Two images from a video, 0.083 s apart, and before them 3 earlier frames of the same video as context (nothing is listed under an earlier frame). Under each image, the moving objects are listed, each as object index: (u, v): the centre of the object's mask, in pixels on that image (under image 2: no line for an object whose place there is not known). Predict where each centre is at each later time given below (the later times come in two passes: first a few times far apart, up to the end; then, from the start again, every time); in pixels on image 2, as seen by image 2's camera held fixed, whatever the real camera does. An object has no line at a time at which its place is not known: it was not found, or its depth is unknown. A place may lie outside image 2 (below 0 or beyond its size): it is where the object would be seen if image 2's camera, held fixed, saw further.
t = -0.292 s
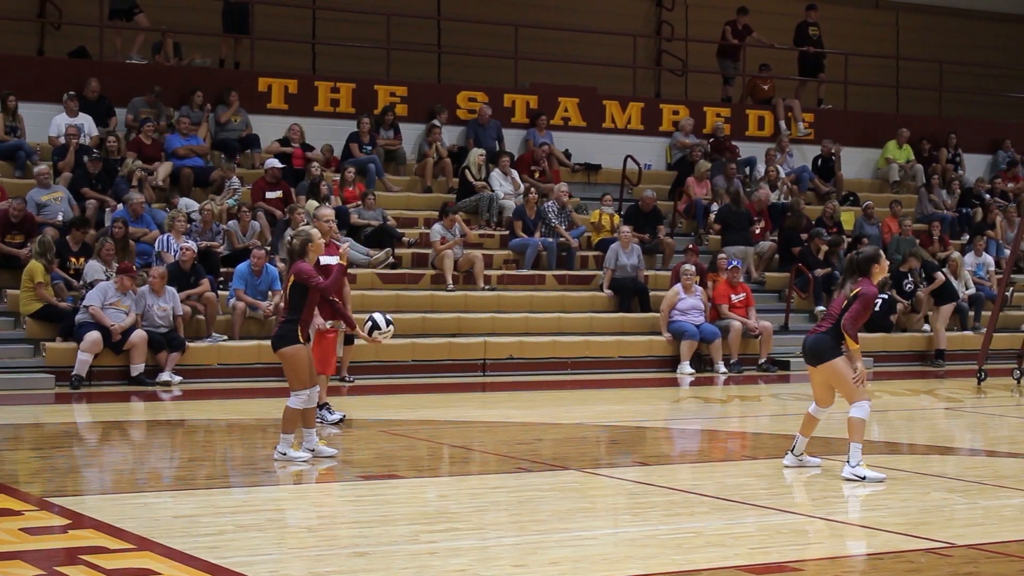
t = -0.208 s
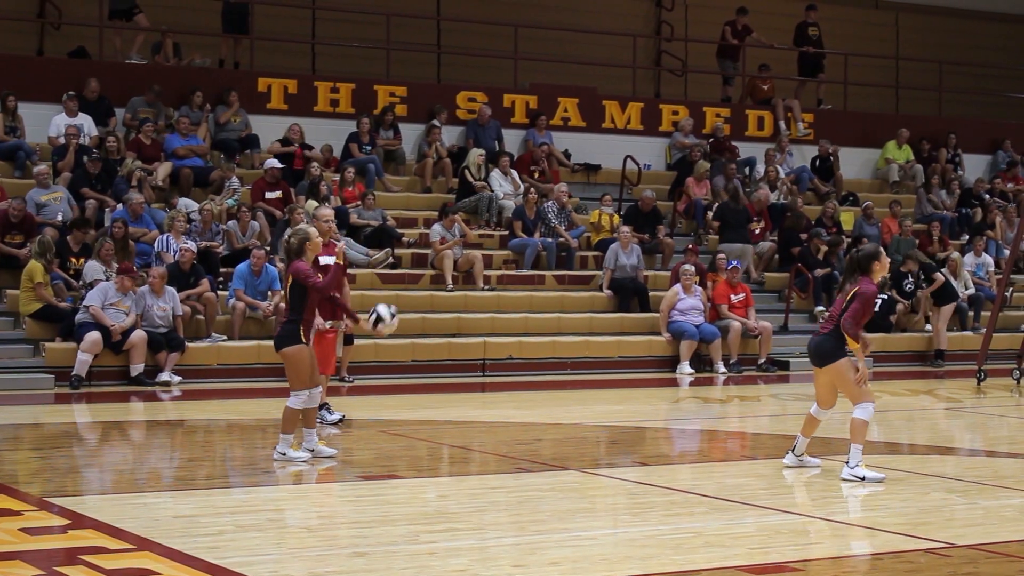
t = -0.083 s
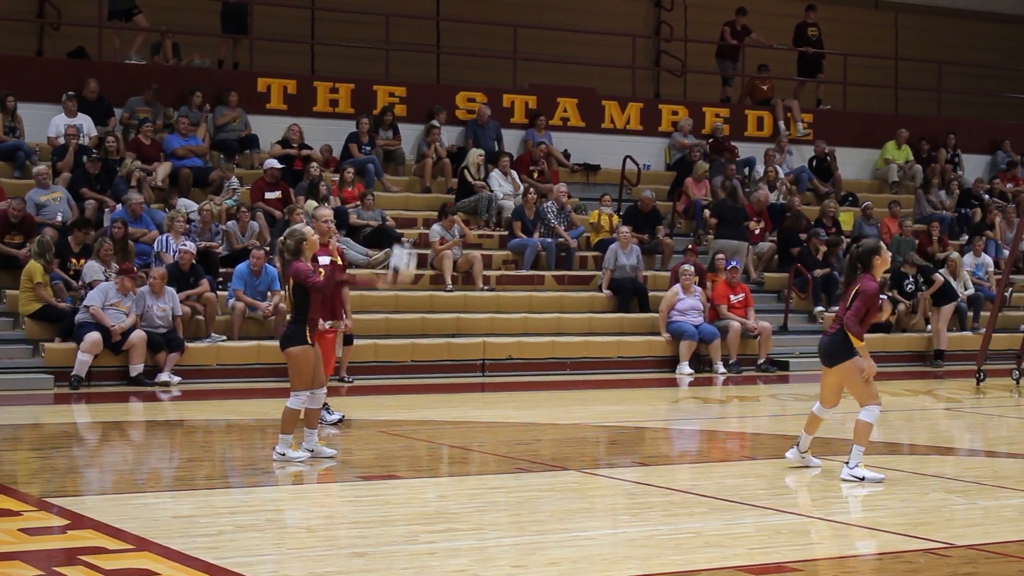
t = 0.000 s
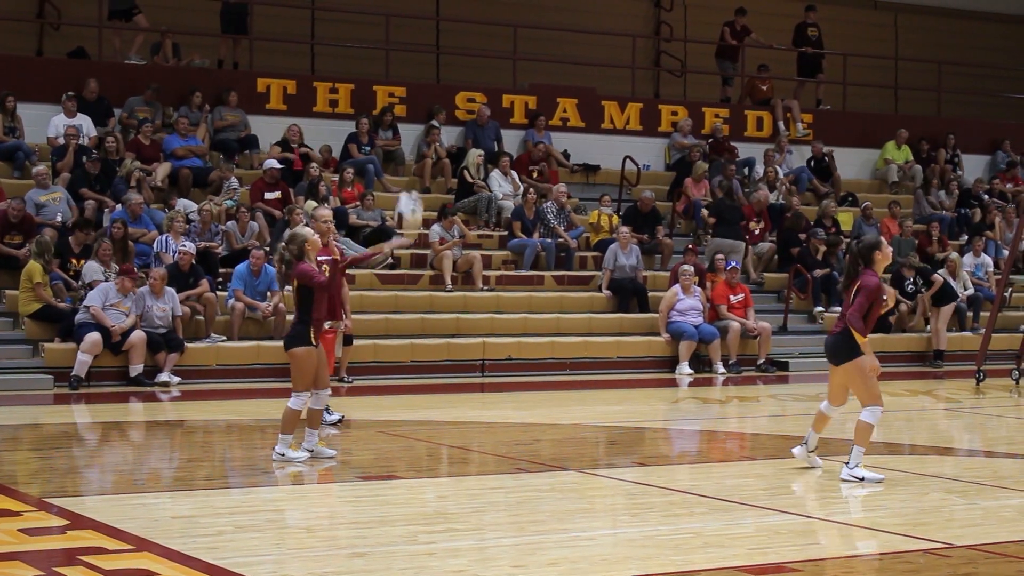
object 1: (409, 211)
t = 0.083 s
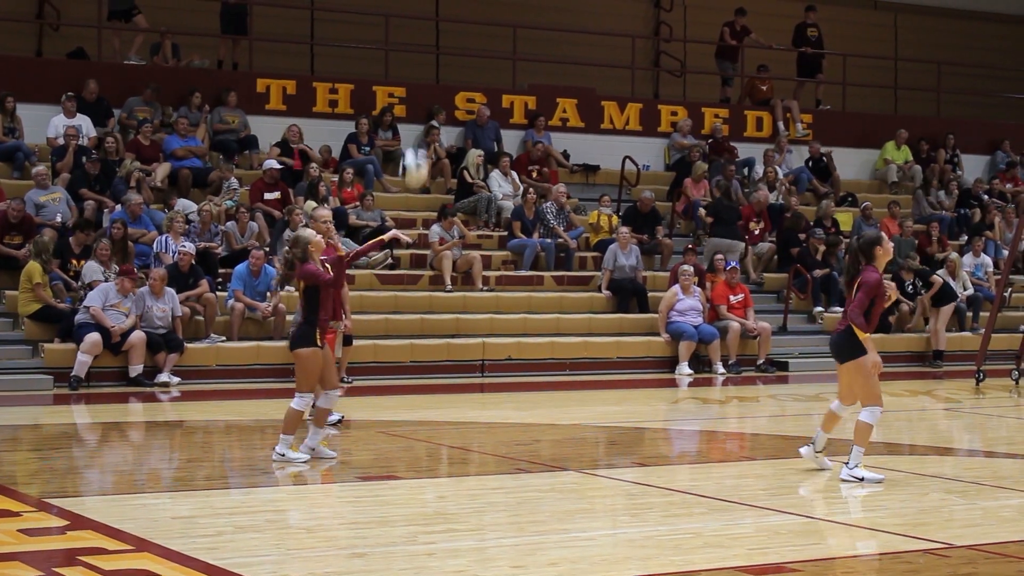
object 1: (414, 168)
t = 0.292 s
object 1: (428, 99)
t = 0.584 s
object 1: (445, 103)
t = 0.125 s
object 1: (417, 150)
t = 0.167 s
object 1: (420, 133)
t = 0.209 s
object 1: (422, 119)
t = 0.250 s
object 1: (425, 108)
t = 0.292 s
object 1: (428, 99)
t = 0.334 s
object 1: (430, 92)
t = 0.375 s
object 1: (433, 88)
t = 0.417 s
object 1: (436, 87)
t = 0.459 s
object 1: (438, 87)
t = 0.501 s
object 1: (441, 90)
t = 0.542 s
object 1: (443, 95)
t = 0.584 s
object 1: (445, 103)
